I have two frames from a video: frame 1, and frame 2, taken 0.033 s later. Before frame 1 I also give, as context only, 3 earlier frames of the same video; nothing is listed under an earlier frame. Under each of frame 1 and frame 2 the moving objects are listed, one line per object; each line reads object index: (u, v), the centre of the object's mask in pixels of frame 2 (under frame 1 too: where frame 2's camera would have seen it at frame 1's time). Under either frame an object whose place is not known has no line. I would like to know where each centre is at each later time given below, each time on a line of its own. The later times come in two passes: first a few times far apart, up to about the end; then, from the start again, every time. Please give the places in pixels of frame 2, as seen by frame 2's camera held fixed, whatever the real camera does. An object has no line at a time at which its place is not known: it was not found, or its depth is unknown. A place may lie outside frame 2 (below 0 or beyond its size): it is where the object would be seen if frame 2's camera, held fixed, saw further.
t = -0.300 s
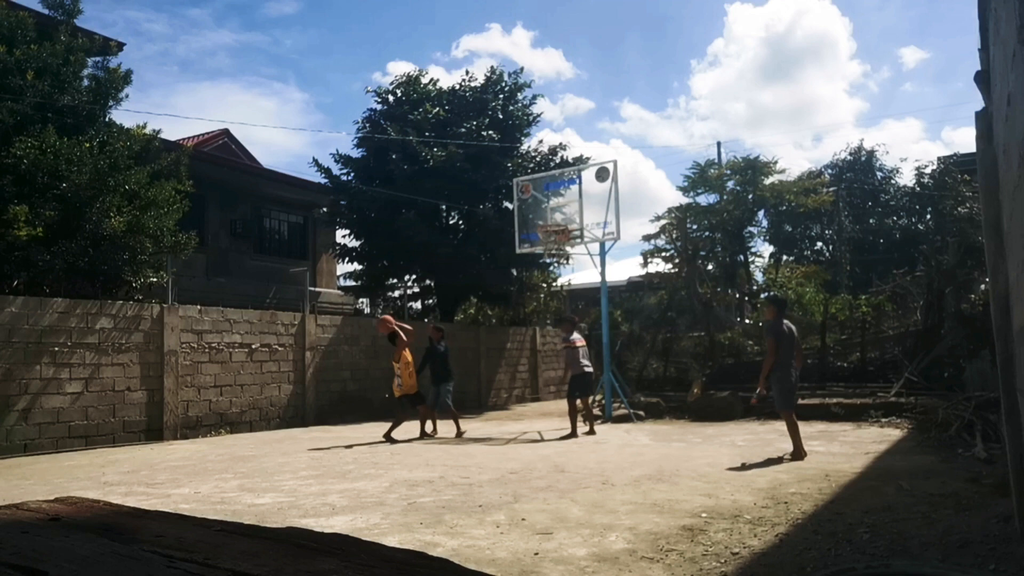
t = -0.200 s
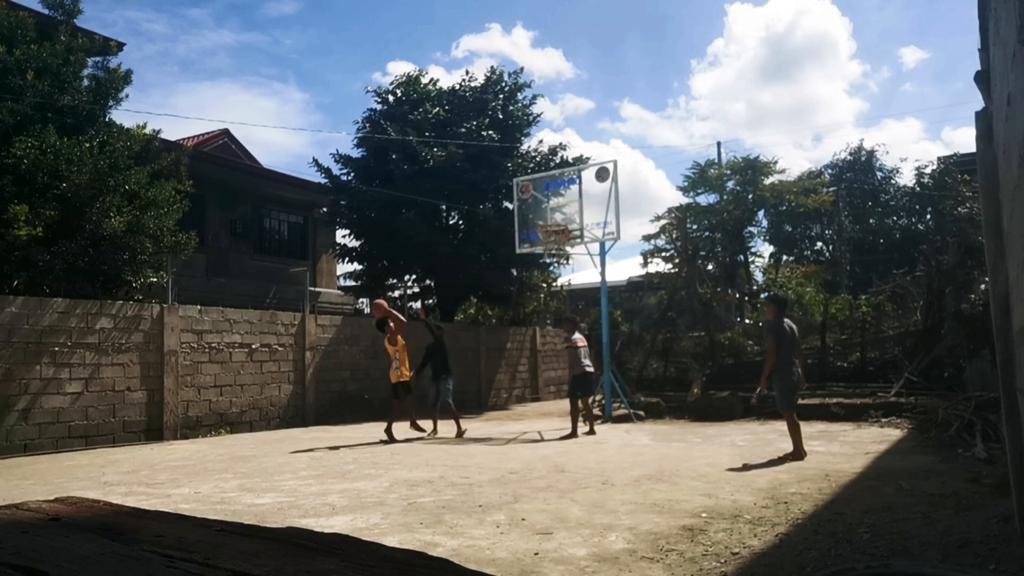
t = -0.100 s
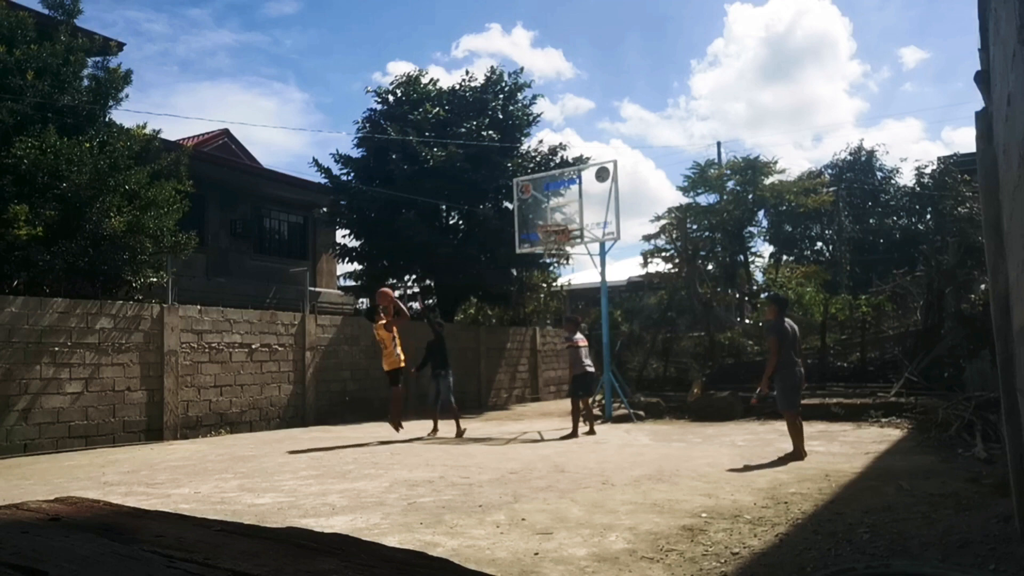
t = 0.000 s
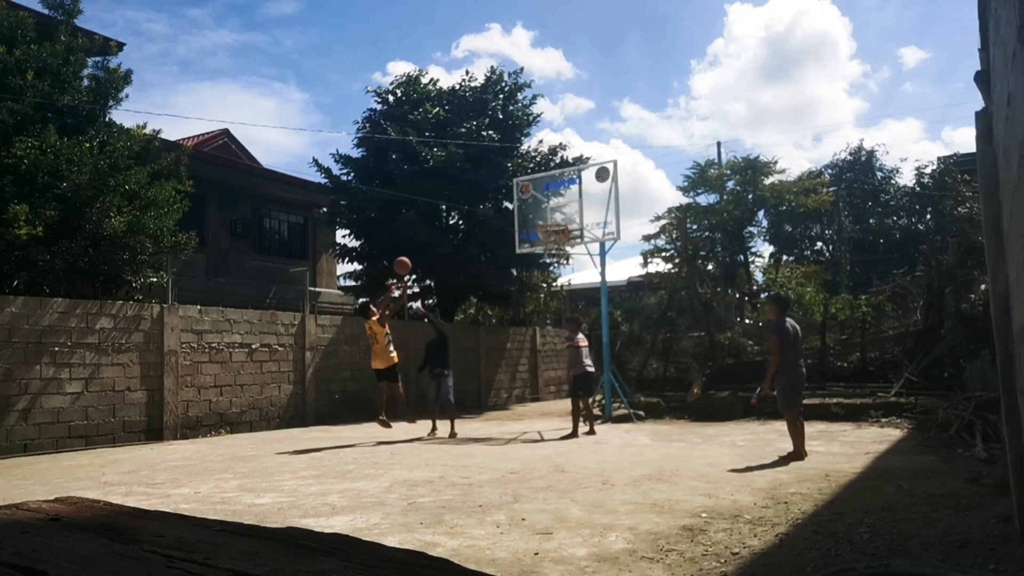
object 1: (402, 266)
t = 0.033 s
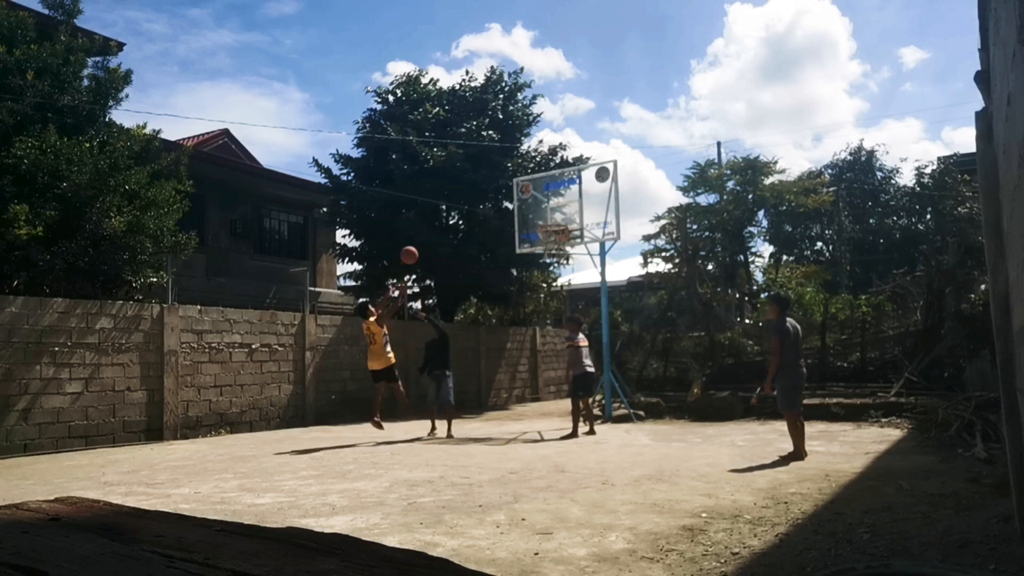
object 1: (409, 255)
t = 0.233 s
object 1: (449, 210)
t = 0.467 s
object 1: (491, 193)
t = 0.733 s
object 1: (538, 216)
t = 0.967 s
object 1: (560, 216)
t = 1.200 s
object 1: (559, 216)
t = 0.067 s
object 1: (416, 245)
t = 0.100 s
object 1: (423, 236)
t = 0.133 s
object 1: (429, 228)
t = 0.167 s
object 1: (436, 221)
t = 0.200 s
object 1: (442, 215)
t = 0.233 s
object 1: (449, 210)
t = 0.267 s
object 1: (455, 205)
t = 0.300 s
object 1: (461, 201)
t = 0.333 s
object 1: (467, 198)
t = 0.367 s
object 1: (473, 196)
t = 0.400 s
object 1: (479, 194)
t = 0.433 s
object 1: (485, 193)
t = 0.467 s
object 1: (491, 193)
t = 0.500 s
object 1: (497, 193)
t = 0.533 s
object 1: (503, 194)
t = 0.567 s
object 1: (509, 196)
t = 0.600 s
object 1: (515, 198)
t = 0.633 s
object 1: (521, 202)
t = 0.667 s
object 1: (527, 206)
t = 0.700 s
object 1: (533, 211)
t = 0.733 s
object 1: (538, 216)
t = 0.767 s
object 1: (544, 222)
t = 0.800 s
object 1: (549, 223)
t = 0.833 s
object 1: (555, 225)
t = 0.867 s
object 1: (559, 225)
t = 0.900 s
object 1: (561, 222)
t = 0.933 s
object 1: (561, 219)
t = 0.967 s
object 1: (560, 216)
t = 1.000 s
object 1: (560, 214)
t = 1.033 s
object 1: (560, 212)
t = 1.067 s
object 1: (559, 211)
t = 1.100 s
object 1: (559, 211)
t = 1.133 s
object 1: (559, 212)
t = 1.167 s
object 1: (559, 213)
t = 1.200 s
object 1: (559, 216)
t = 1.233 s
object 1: (559, 219)
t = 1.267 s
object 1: (560, 222)
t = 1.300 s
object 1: (559, 227)
